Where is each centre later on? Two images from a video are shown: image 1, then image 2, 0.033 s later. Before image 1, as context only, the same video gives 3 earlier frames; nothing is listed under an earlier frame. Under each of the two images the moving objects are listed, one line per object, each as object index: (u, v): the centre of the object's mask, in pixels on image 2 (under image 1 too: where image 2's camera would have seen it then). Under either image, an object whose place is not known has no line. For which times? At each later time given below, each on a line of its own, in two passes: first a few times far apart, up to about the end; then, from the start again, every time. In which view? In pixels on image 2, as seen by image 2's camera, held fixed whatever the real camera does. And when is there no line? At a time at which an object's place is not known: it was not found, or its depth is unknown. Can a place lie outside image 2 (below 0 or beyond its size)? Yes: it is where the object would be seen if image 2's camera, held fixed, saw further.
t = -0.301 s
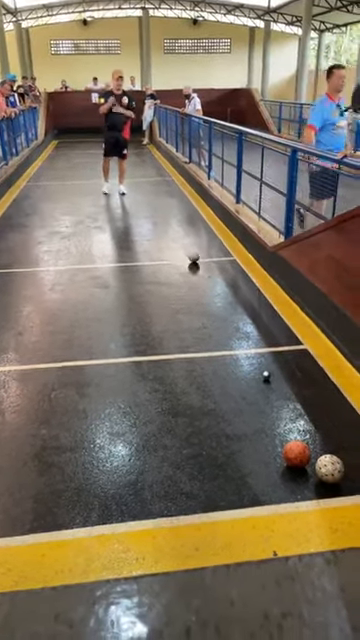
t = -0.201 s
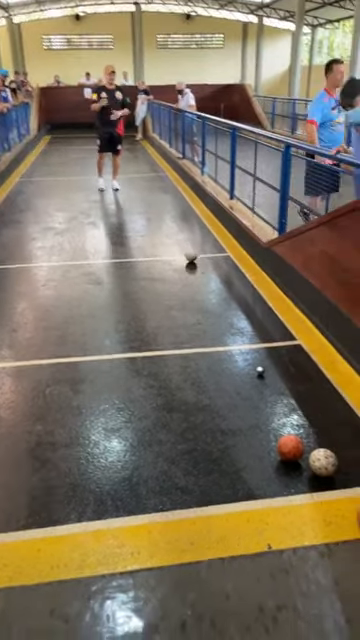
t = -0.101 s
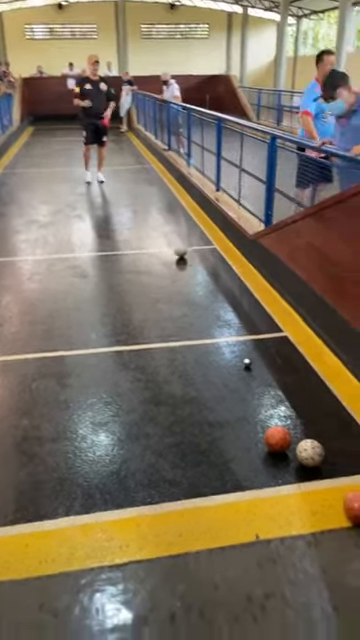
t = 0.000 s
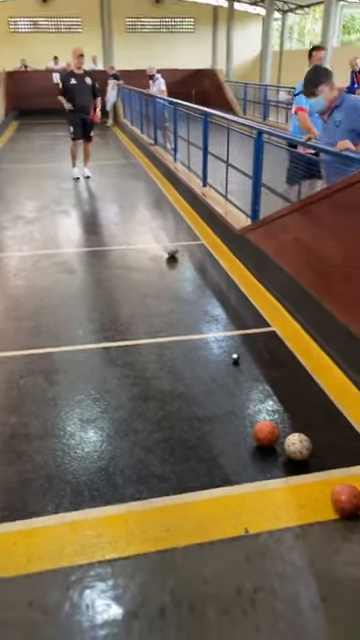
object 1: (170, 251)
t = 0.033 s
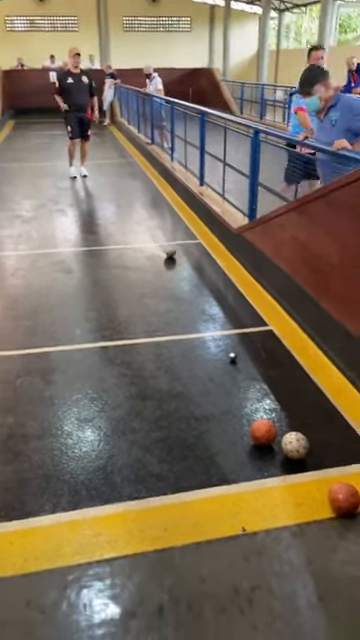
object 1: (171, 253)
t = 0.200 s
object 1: (175, 256)
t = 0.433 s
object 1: (184, 264)
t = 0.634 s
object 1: (192, 271)
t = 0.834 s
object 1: (200, 279)
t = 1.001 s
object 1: (206, 286)
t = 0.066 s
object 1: (171, 252)
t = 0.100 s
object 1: (172, 253)
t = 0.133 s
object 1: (173, 254)
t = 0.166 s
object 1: (174, 255)
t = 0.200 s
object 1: (175, 256)
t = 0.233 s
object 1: (177, 257)
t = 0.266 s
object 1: (178, 257)
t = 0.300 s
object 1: (179, 259)
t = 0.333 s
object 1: (180, 260)
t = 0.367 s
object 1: (181, 261)
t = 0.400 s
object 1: (183, 261)
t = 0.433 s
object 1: (184, 264)
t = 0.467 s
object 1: (185, 265)
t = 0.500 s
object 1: (186, 266)
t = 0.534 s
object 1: (187, 267)
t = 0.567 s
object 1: (189, 268)
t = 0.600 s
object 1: (191, 270)
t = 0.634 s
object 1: (192, 271)
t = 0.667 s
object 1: (193, 272)
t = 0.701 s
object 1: (195, 273)
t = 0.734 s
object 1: (196, 274)
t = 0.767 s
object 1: (197, 276)
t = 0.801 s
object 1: (199, 277)
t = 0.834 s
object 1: (200, 279)
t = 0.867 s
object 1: (201, 281)
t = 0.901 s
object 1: (202, 282)
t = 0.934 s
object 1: (204, 283)
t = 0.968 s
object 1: (205, 284)
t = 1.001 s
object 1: (206, 286)
